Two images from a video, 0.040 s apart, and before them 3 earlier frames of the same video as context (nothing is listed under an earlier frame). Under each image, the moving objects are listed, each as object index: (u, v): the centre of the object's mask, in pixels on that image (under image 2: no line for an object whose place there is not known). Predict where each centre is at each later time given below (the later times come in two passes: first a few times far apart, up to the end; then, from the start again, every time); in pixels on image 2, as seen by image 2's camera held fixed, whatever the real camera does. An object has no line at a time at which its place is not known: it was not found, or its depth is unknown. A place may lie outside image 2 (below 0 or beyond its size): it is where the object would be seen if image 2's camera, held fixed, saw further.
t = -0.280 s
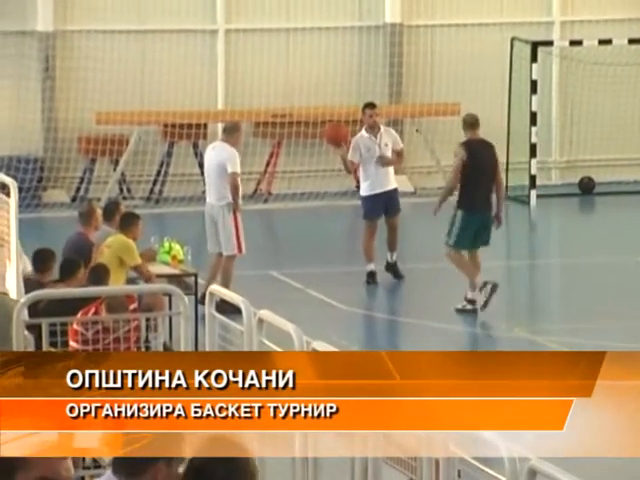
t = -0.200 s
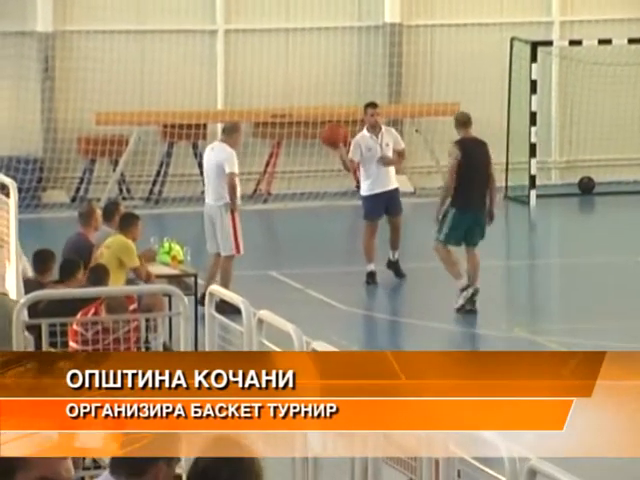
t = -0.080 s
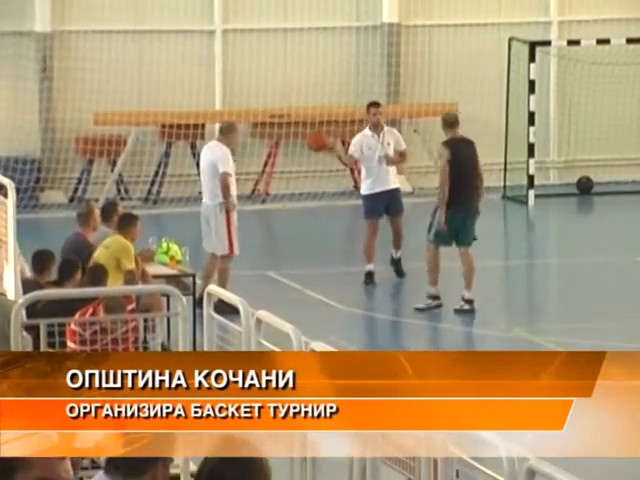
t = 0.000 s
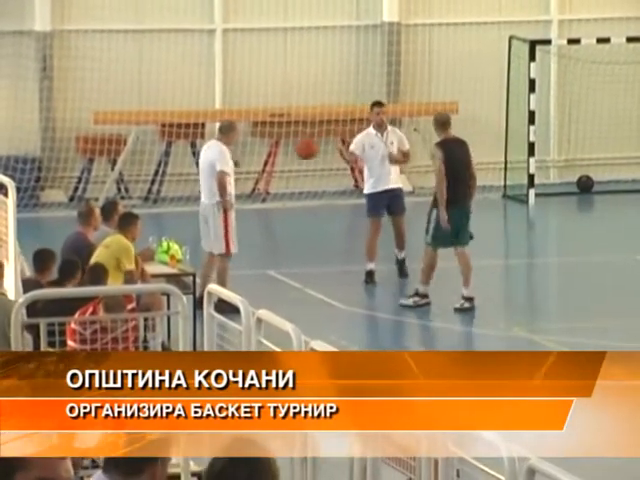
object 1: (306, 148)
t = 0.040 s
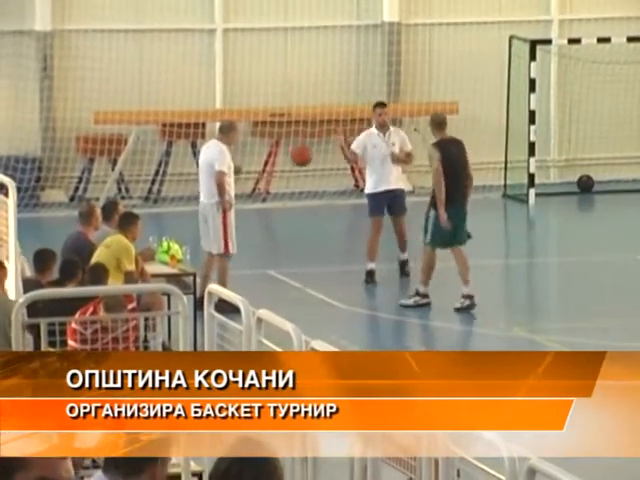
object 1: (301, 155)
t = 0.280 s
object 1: (269, 229)
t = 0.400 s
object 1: (255, 286)
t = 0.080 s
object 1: (295, 163)
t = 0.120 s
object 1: (290, 173)
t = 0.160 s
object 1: (285, 186)
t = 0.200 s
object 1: (280, 198)
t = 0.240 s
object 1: (275, 213)
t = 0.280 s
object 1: (269, 229)
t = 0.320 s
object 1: (264, 248)
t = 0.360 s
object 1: (259, 267)
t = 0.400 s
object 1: (255, 286)
